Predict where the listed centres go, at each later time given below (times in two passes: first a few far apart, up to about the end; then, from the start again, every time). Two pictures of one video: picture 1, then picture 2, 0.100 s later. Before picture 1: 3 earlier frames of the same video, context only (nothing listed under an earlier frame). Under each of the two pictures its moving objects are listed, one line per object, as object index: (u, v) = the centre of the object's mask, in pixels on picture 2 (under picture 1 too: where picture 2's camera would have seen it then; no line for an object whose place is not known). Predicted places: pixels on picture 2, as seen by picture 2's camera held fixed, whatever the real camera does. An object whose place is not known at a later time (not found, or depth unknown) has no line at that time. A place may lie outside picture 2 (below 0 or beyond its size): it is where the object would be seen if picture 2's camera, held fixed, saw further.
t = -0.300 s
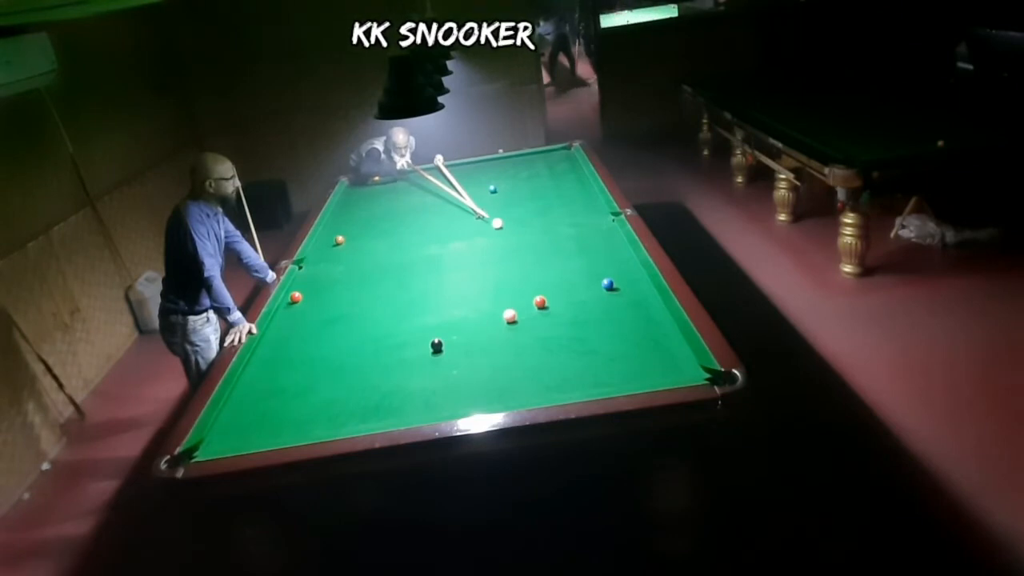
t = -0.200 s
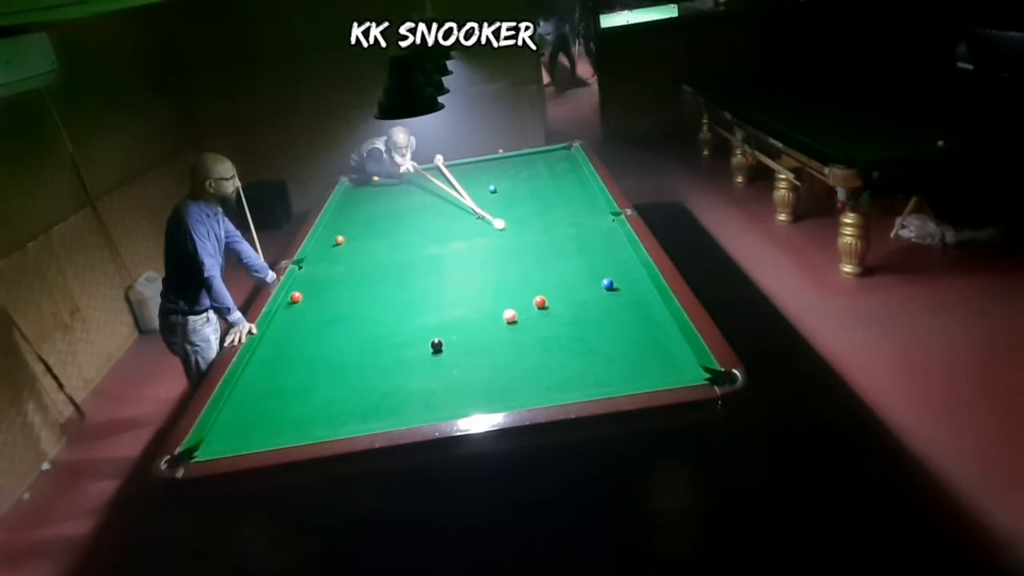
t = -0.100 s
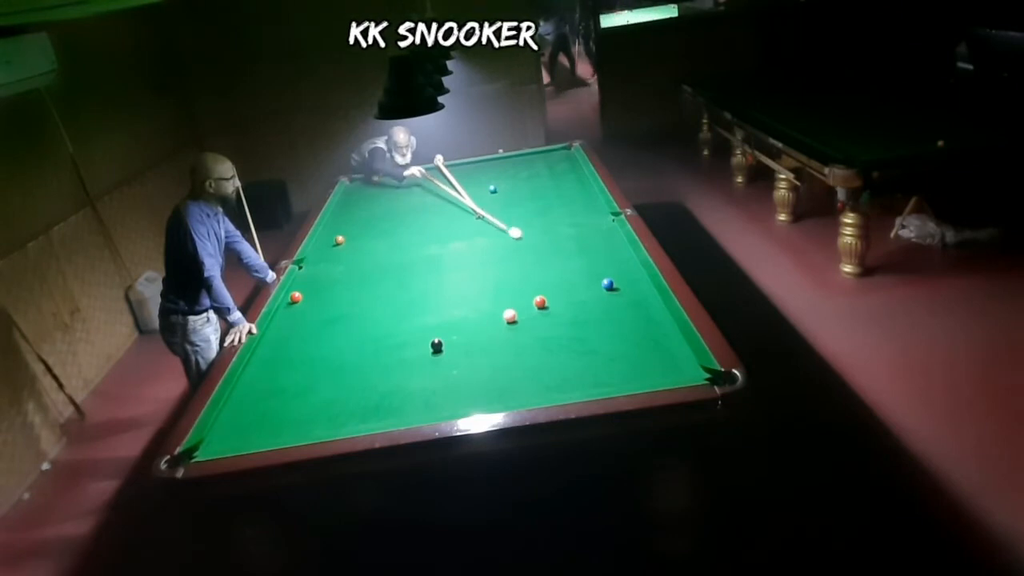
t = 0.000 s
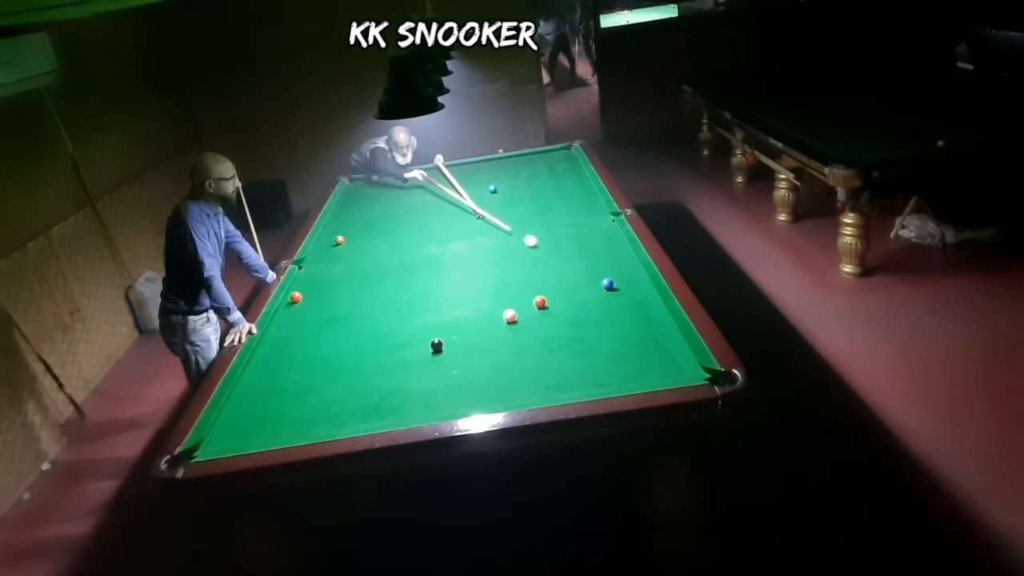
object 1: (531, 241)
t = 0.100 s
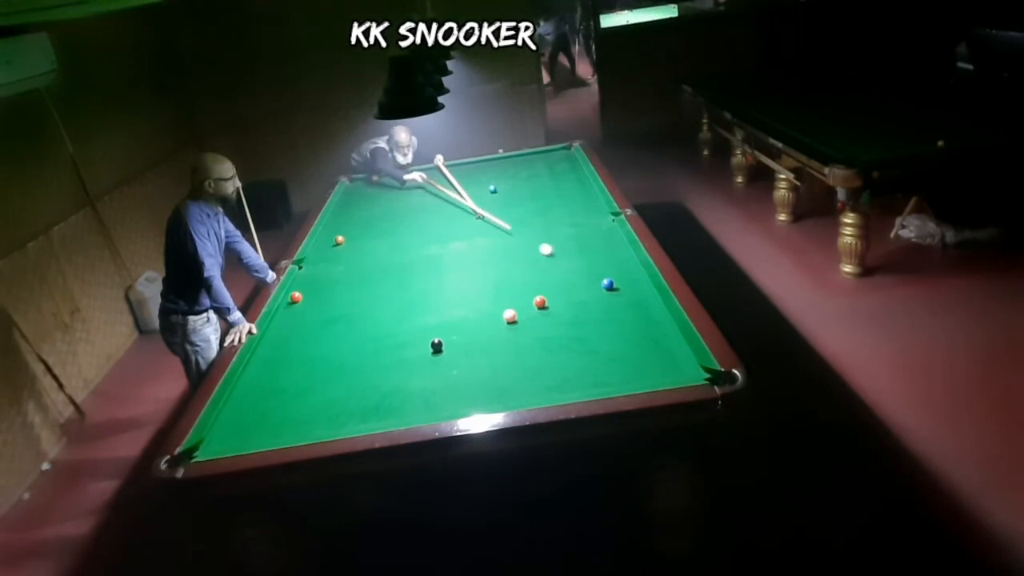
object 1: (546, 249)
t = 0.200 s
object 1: (563, 258)
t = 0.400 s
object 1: (599, 277)
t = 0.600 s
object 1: (621, 281)
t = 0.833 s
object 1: (643, 285)
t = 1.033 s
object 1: (633, 291)
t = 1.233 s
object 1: (623, 297)
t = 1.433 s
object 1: (614, 302)
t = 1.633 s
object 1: (605, 307)
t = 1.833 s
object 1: (597, 311)
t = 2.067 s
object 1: (588, 316)
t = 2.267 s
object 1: (581, 320)
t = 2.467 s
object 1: (575, 324)
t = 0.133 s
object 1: (551, 252)
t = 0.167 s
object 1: (557, 255)
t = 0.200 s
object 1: (563, 258)
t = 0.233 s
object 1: (568, 261)
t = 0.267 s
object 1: (575, 264)
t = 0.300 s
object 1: (580, 267)
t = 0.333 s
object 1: (587, 271)
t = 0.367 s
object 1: (593, 274)
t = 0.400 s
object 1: (599, 277)
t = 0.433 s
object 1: (604, 278)
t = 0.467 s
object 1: (607, 279)
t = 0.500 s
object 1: (610, 279)
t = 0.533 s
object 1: (614, 280)
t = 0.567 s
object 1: (618, 280)
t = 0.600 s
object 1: (621, 281)
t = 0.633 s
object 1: (625, 281)
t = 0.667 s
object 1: (628, 282)
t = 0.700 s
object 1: (632, 283)
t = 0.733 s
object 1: (636, 283)
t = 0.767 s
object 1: (639, 284)
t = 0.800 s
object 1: (643, 284)
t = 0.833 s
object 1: (643, 285)
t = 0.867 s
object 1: (641, 286)
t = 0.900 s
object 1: (639, 287)
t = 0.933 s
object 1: (638, 288)
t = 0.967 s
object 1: (636, 289)
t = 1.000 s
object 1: (635, 290)
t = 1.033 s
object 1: (633, 291)
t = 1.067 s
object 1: (631, 292)
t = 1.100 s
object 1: (630, 293)
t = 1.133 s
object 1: (628, 294)
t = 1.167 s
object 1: (626, 295)
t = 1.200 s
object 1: (625, 296)
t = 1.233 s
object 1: (623, 297)
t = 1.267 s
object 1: (622, 298)
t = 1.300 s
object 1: (620, 298)
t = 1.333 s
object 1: (618, 299)
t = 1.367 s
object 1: (617, 300)
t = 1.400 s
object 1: (615, 301)
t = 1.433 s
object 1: (614, 302)
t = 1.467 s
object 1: (612, 303)
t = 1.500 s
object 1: (611, 304)
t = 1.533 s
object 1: (609, 304)
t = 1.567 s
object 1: (608, 305)
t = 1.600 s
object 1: (606, 306)
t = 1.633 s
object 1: (605, 307)
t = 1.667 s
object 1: (604, 307)
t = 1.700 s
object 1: (602, 308)
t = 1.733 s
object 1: (601, 309)
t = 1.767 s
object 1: (599, 310)
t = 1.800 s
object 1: (598, 311)
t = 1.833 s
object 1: (597, 311)
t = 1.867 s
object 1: (595, 312)
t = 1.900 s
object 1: (594, 313)
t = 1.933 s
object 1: (593, 314)
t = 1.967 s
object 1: (592, 314)
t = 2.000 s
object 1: (591, 315)
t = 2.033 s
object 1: (589, 316)
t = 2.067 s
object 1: (588, 316)
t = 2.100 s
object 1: (587, 317)
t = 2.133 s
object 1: (586, 318)
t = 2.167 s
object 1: (584, 318)
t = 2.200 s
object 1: (583, 319)
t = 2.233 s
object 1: (582, 319)
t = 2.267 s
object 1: (581, 320)
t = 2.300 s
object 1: (580, 321)
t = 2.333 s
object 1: (579, 322)
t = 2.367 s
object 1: (578, 322)
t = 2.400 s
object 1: (577, 322)
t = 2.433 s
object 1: (576, 323)
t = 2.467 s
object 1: (575, 324)
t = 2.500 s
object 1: (574, 324)
